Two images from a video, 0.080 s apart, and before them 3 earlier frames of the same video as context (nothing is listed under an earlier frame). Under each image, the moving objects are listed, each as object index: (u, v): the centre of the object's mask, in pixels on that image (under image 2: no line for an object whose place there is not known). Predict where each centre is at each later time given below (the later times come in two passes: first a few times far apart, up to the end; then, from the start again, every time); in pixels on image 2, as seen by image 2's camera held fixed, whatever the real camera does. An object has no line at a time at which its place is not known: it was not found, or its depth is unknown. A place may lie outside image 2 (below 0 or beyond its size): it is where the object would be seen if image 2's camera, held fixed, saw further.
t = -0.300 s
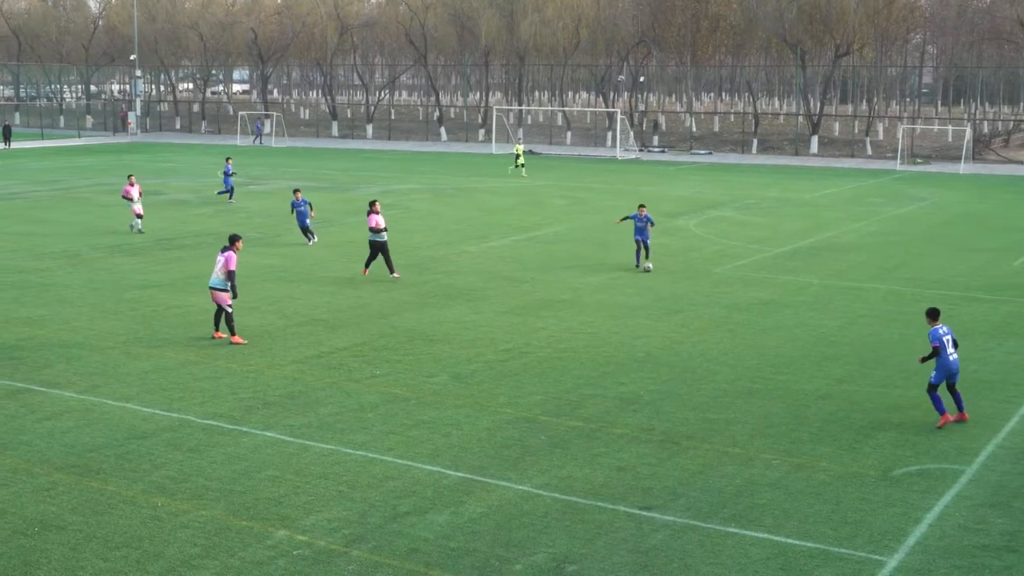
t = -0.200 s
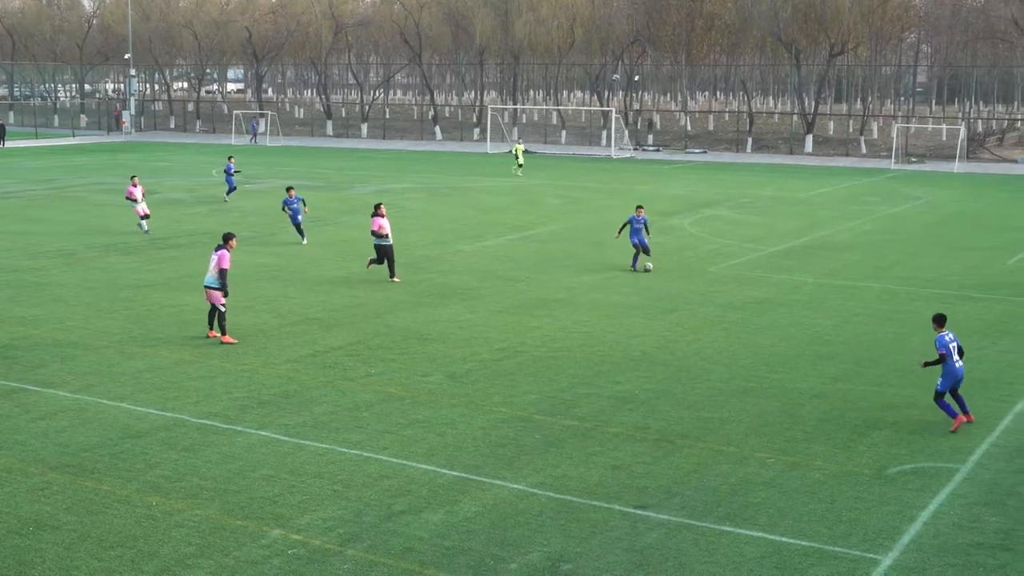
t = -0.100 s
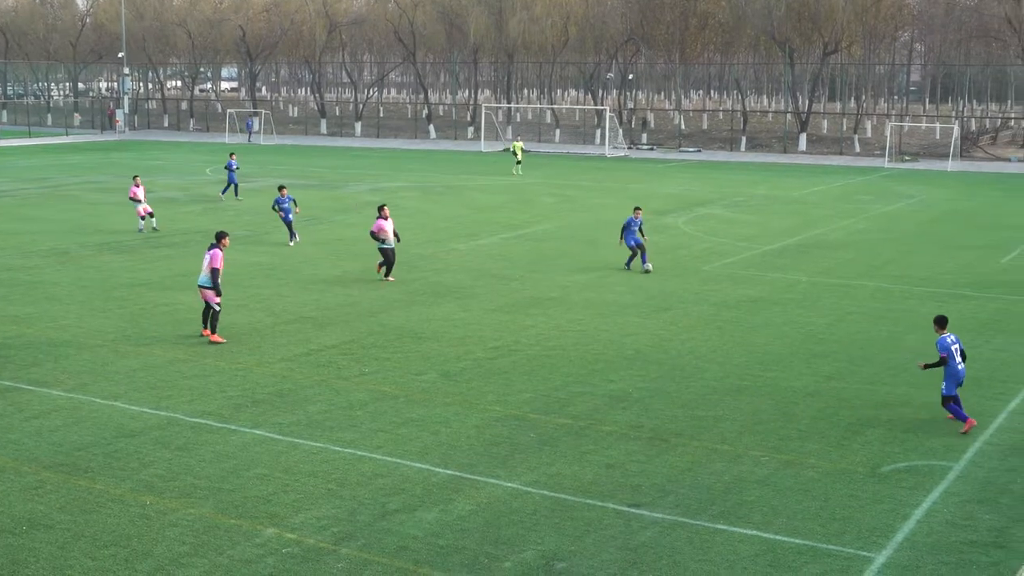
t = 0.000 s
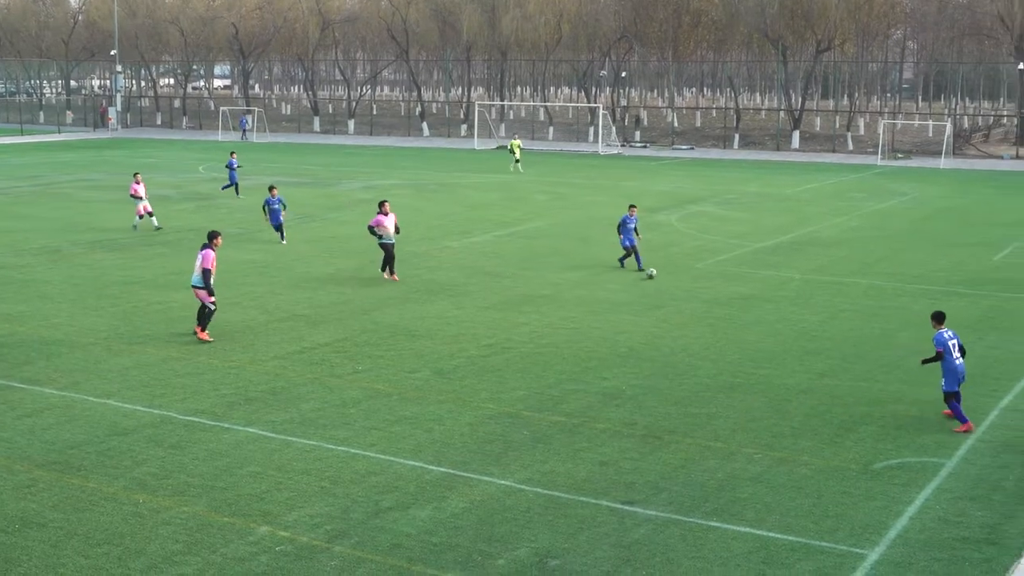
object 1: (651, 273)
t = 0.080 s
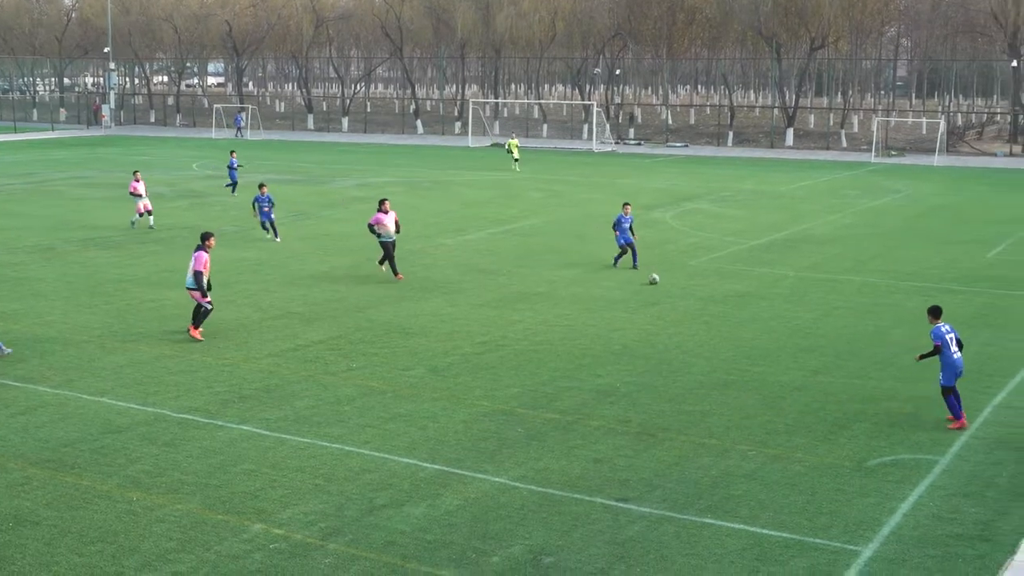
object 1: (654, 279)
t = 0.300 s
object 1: (675, 301)
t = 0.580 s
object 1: (700, 330)
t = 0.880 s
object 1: (724, 363)
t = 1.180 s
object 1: (745, 393)
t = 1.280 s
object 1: (752, 408)
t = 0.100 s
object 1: (656, 280)
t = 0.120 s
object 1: (658, 282)
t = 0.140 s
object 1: (660, 283)
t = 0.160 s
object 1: (662, 285)
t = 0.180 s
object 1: (664, 286)
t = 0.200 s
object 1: (665, 289)
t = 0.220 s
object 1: (668, 291)
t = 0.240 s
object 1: (669, 293)
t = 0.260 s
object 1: (671, 297)
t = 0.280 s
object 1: (673, 299)
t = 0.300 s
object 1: (675, 301)
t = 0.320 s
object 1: (677, 302)
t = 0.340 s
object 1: (679, 303)
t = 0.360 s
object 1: (681, 305)
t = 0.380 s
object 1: (683, 308)
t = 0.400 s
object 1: (684, 310)
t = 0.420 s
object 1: (686, 313)
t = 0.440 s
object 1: (688, 316)
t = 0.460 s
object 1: (690, 319)
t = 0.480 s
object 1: (691, 321)
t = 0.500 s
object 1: (693, 323)
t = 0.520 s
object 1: (695, 324)
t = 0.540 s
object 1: (697, 326)
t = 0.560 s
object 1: (699, 328)
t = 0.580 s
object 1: (700, 330)
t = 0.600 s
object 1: (702, 333)
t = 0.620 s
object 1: (704, 336)
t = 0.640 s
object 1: (705, 339)
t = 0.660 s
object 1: (707, 341)
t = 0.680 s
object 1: (709, 342)
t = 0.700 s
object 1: (710, 343)
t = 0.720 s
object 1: (712, 345)
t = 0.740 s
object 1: (713, 347)
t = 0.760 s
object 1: (715, 349)
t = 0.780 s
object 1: (717, 352)
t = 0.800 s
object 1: (718, 355)
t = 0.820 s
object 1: (720, 359)
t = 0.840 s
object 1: (721, 361)
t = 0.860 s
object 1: (722, 362)
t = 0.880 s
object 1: (724, 363)
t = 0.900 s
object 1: (726, 364)
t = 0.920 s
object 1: (727, 366)
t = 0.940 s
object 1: (728, 368)
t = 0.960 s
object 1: (730, 371)
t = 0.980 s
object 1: (731, 374)
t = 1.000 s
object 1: (733, 377)
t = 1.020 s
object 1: (734, 380)
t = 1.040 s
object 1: (735, 382)
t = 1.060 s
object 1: (737, 382)
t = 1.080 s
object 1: (739, 383)
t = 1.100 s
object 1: (740, 384)
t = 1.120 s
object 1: (741, 386)
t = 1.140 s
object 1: (742, 388)
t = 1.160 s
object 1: (743, 390)
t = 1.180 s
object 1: (745, 393)
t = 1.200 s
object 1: (746, 395)
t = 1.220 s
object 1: (748, 399)
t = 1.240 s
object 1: (749, 403)
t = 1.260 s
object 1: (750, 406)
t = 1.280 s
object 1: (752, 408)
